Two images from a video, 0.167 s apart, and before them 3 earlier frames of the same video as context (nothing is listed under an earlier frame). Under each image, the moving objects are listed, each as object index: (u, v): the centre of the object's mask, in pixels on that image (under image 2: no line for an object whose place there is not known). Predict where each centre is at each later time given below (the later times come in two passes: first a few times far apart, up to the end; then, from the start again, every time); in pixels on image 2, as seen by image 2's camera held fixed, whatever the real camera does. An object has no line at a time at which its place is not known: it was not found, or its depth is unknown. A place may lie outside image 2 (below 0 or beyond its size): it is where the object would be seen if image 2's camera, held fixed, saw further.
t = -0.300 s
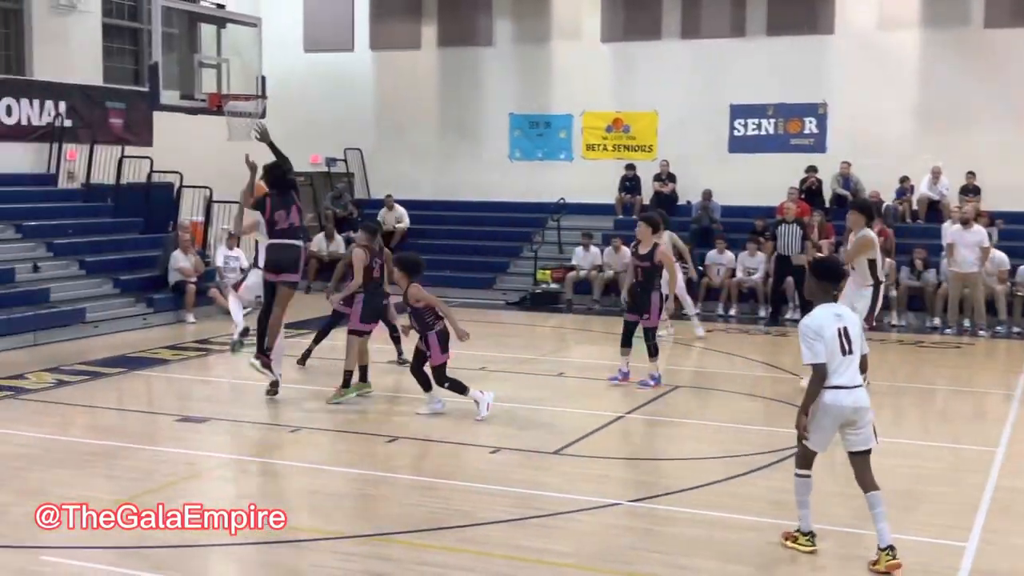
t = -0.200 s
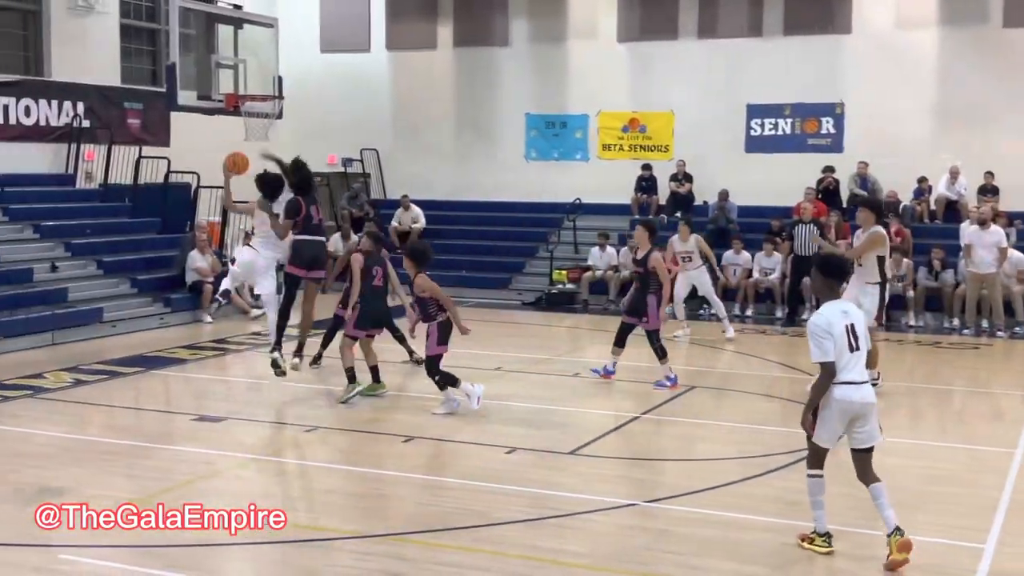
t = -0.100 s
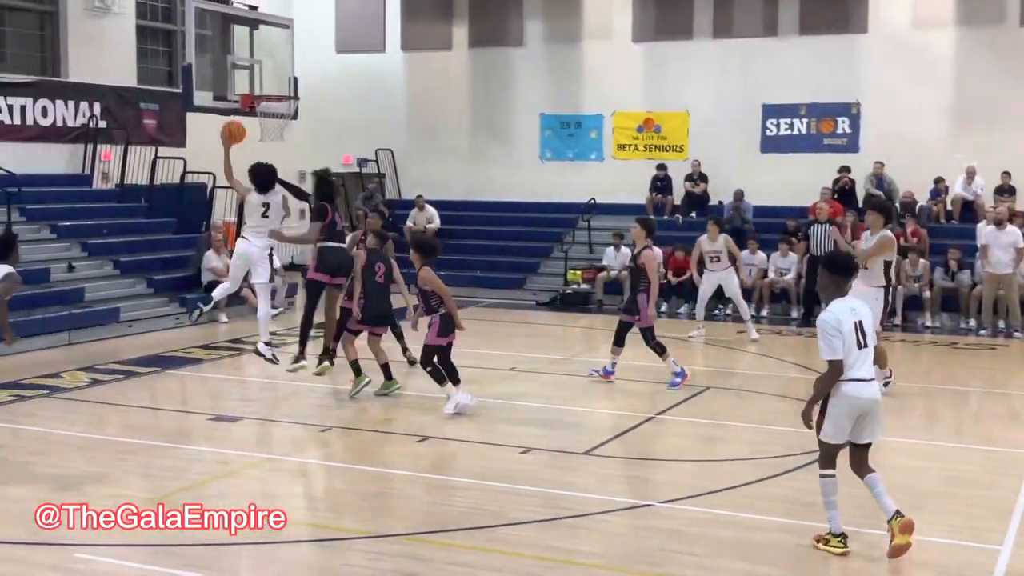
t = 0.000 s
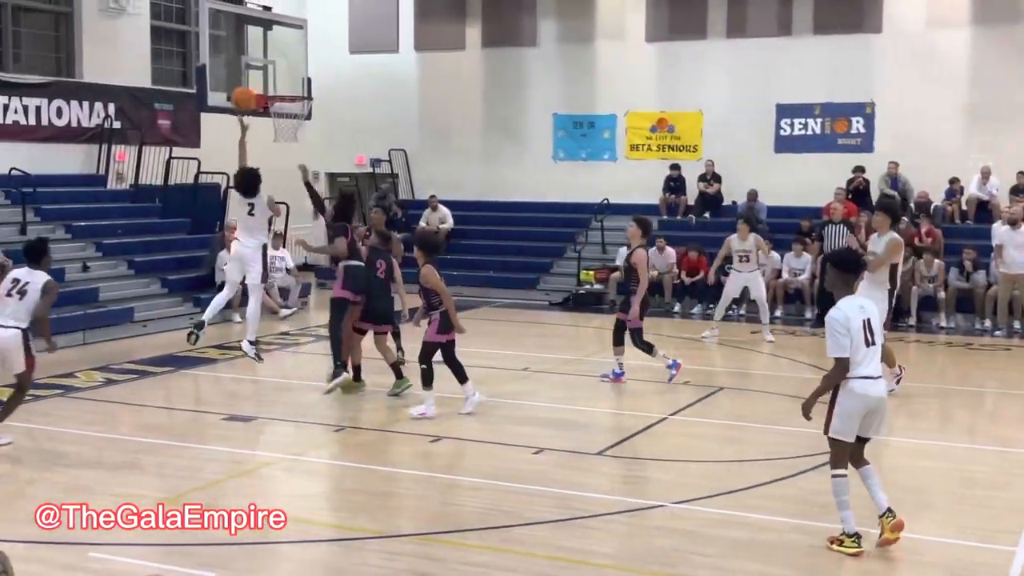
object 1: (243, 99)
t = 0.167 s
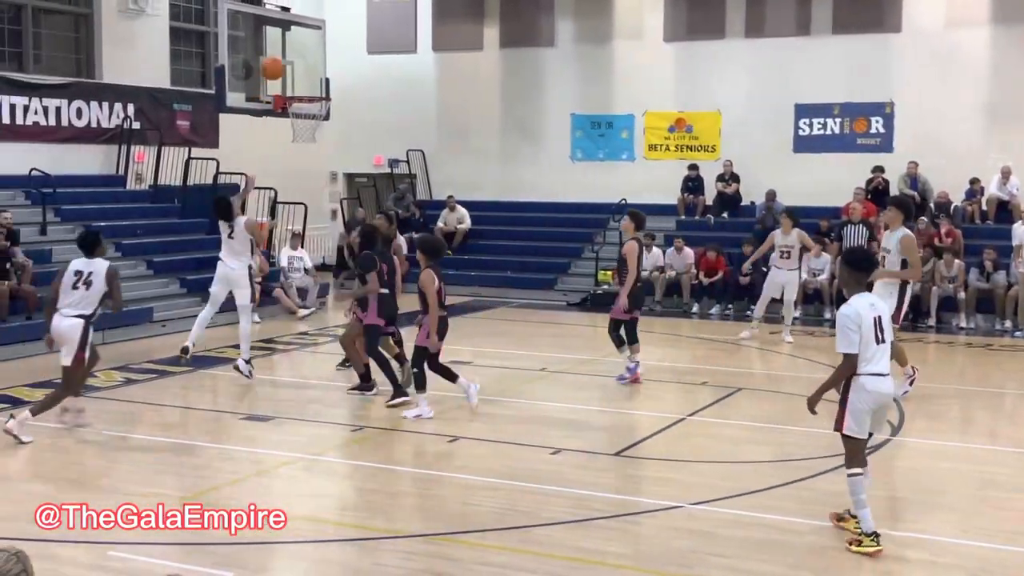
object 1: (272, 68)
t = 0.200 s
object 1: (276, 67)
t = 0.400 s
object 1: (304, 79)
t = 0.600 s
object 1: (310, 108)
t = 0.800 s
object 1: (304, 124)
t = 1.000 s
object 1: (302, 147)
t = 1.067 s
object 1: (301, 163)
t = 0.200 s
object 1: (276, 67)
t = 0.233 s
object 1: (281, 66)
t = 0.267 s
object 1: (285, 67)
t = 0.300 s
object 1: (291, 68)
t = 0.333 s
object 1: (295, 71)
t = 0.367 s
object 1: (300, 75)
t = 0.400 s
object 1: (304, 79)
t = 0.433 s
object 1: (309, 85)
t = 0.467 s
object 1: (313, 89)
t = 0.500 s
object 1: (312, 93)
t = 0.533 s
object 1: (311, 97)
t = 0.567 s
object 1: (310, 103)
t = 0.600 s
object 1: (310, 108)
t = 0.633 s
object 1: (308, 115)
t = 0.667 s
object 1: (307, 120)
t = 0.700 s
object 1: (306, 123)
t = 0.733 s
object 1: (305, 124)
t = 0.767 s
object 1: (304, 123)
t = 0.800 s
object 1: (304, 124)
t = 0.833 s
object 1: (303, 126)
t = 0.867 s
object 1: (303, 128)
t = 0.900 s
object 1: (302, 132)
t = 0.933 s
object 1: (302, 136)
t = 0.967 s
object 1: (302, 141)
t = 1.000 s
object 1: (302, 147)
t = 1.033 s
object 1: (302, 154)
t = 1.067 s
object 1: (301, 163)
